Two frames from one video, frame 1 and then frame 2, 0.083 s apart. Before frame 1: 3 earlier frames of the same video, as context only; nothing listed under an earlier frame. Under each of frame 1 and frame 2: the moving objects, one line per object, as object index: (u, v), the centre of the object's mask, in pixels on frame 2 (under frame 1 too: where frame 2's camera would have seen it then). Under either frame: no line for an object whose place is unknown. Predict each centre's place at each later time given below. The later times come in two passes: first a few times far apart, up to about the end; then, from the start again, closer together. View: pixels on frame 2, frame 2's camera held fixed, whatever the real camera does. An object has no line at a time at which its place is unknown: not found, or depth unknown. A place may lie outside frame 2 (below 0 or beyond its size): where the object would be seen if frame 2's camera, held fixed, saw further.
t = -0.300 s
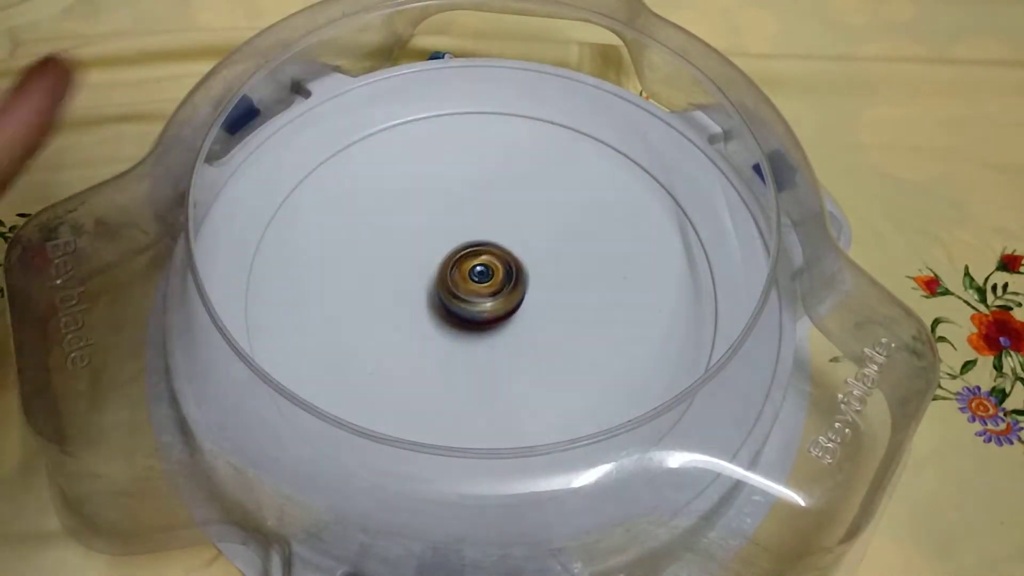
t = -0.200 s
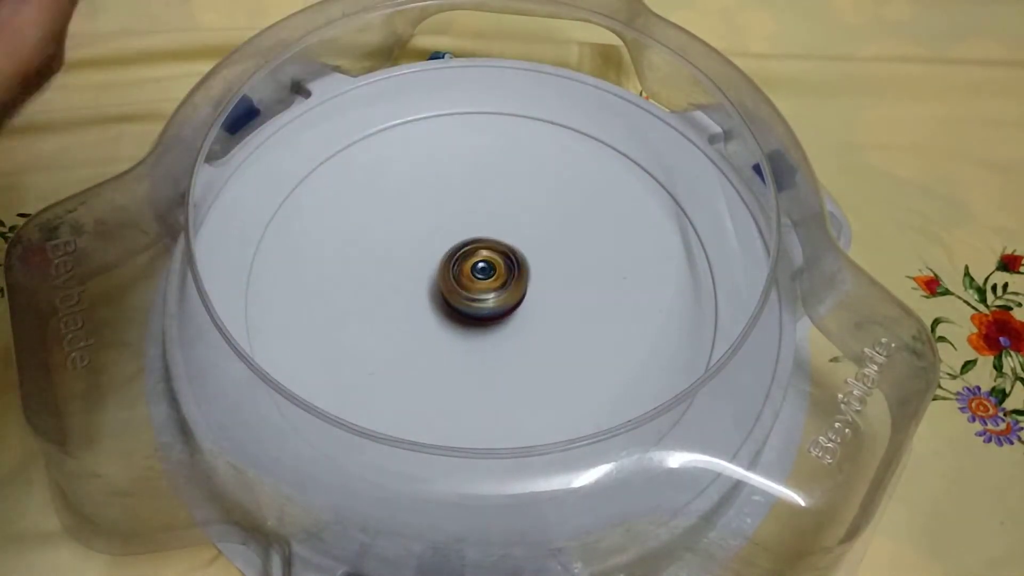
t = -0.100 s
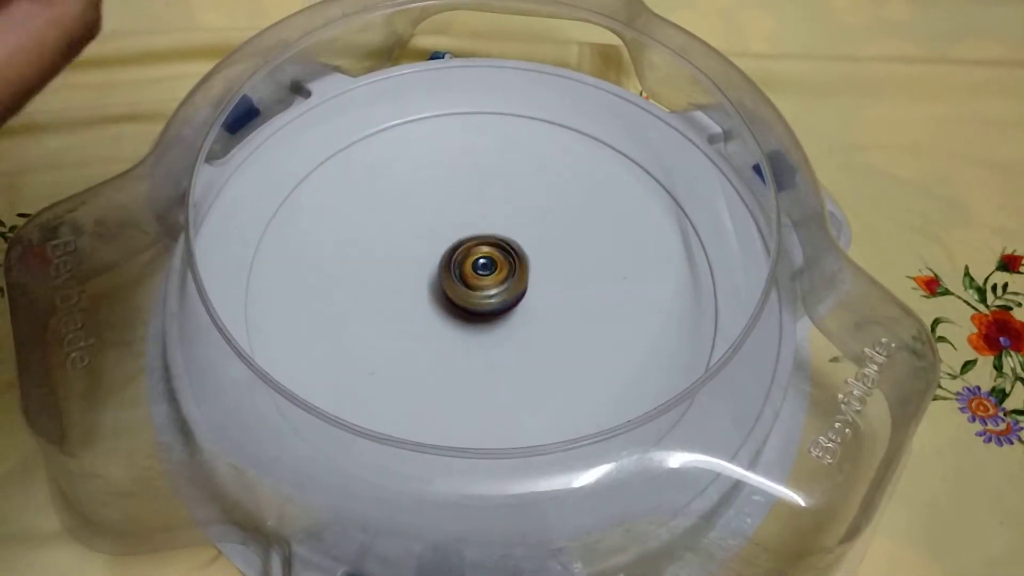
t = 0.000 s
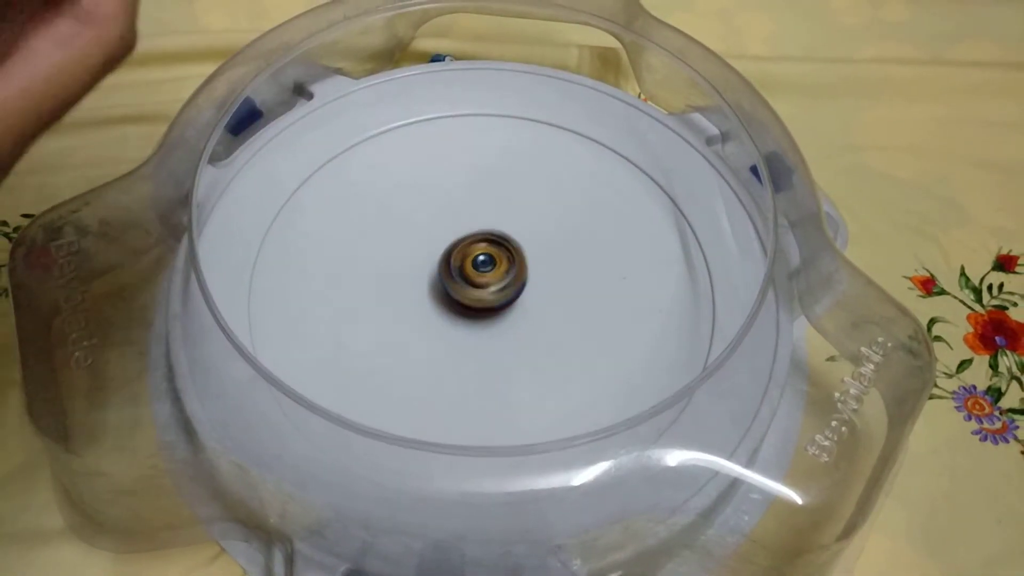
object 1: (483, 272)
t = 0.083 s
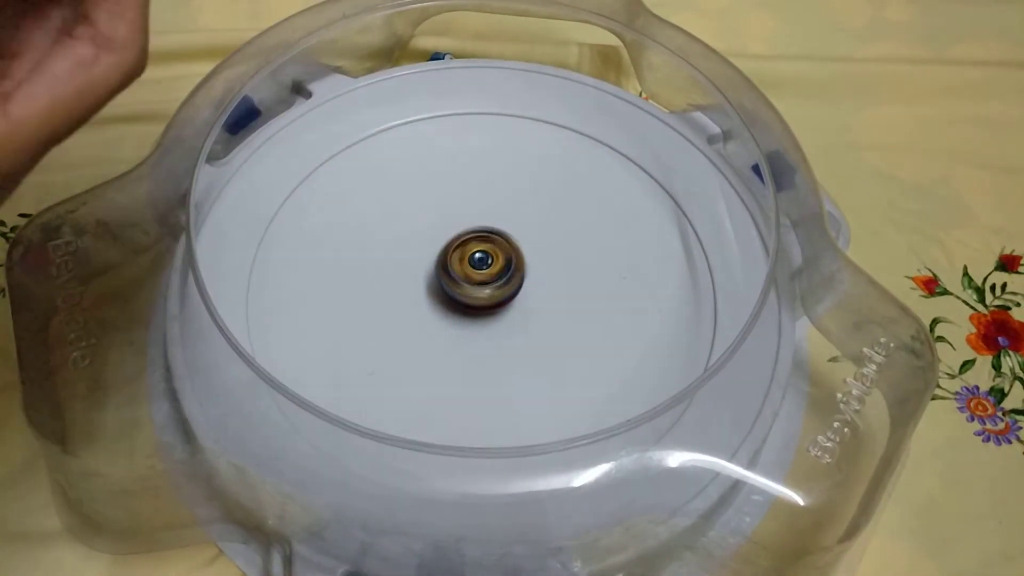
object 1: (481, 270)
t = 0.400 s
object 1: (470, 268)
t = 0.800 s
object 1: (472, 279)
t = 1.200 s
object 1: (484, 275)
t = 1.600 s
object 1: (482, 267)
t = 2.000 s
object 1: (468, 273)
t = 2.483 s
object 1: (451, 306)
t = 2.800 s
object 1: (454, 302)
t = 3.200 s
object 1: (461, 270)
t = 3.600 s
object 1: (445, 253)
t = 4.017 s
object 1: (451, 259)
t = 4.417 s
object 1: (481, 257)
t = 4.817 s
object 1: (491, 250)
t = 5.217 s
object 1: (486, 268)
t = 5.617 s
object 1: (496, 286)
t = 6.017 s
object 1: (496, 283)
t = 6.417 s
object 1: (473, 283)
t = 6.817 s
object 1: (464, 288)
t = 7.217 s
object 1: (473, 277)
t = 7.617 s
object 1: (466, 268)
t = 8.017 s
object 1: (462, 272)
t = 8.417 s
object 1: (474, 273)
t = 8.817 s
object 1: (476, 265)
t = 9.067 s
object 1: (471, 263)
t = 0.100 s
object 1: (481, 269)
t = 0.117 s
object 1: (480, 268)
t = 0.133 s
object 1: (479, 268)
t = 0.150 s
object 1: (479, 268)
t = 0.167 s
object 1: (478, 268)
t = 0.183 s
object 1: (477, 268)
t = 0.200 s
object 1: (477, 268)
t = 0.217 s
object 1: (476, 267)
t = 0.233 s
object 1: (476, 267)
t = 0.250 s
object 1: (475, 267)
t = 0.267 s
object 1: (475, 267)
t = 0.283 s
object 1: (474, 267)
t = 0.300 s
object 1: (474, 267)
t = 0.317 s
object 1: (473, 267)
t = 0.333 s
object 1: (473, 268)
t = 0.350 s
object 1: (472, 268)
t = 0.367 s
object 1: (471, 268)
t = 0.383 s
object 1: (471, 269)
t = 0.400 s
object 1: (470, 268)
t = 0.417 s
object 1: (470, 269)
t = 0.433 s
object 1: (470, 269)
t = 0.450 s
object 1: (469, 270)
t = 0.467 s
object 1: (469, 271)
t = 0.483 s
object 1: (469, 271)
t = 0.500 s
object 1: (468, 271)
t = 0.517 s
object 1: (468, 271)
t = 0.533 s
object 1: (468, 272)
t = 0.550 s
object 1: (468, 272)
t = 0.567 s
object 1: (468, 273)
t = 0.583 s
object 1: (467, 274)
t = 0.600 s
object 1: (468, 274)
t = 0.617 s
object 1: (467, 275)
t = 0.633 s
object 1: (468, 275)
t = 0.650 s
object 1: (468, 276)
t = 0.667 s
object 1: (468, 277)
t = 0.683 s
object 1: (468, 276)
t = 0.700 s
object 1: (468, 277)
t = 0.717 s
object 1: (469, 279)
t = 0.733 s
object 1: (470, 278)
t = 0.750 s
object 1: (470, 279)
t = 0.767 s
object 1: (470, 279)
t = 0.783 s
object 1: (471, 279)
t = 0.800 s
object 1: (472, 279)
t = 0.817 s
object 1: (472, 280)
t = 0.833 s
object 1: (473, 280)
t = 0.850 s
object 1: (474, 280)
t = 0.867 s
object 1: (474, 280)
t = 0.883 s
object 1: (475, 281)
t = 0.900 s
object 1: (476, 280)
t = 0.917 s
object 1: (476, 280)
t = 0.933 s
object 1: (477, 281)
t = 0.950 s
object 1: (478, 281)
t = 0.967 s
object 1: (478, 280)
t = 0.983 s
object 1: (479, 280)
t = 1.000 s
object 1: (480, 280)
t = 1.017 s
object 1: (480, 280)
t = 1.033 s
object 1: (481, 279)
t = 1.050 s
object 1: (481, 278)
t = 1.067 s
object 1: (482, 278)
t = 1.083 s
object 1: (483, 278)
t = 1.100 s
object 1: (483, 277)
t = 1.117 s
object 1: (483, 277)
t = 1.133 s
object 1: (484, 277)
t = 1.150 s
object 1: (484, 276)
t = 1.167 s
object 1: (484, 275)
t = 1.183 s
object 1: (484, 275)
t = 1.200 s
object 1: (484, 275)
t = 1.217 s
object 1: (485, 274)
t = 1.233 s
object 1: (485, 274)
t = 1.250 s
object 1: (485, 273)
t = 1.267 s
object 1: (485, 273)
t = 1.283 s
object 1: (485, 273)
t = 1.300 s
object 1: (485, 272)
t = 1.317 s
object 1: (485, 272)
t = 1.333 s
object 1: (485, 271)
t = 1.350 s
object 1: (485, 271)
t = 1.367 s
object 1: (485, 270)
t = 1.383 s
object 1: (485, 269)
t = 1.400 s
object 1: (485, 269)
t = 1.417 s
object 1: (485, 268)
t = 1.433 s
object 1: (485, 268)
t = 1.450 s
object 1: (484, 268)
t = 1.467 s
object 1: (484, 268)
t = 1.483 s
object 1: (484, 267)
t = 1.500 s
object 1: (484, 267)
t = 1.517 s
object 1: (484, 267)
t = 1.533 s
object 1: (483, 267)
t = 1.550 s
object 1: (482, 268)
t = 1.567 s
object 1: (482, 267)
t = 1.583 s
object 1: (482, 267)
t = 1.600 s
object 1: (482, 267)
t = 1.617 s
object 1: (482, 267)
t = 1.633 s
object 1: (481, 266)
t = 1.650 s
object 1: (480, 267)
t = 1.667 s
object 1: (480, 267)
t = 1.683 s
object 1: (479, 267)
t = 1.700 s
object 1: (478, 267)
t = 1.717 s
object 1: (477, 267)
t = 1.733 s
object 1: (477, 266)
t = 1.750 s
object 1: (475, 268)
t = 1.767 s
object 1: (476, 267)
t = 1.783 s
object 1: (475, 267)
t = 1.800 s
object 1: (474, 267)
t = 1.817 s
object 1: (475, 267)
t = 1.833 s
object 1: (474, 268)
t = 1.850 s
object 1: (473, 269)
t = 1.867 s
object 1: (473, 270)
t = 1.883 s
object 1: (472, 271)
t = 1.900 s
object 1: (471, 272)
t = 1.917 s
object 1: (471, 272)
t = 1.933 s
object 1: (470, 273)
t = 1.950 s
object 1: (469, 273)
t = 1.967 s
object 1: (470, 273)
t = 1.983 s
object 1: (469, 273)
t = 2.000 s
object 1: (468, 273)
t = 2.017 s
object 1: (468, 273)
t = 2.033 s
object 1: (468, 273)
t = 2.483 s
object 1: (451, 306)
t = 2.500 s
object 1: (450, 307)
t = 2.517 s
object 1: (450, 308)
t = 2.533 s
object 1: (450, 309)
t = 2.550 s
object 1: (450, 308)
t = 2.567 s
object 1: (450, 308)
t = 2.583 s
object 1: (450, 308)
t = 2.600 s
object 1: (450, 308)
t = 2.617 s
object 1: (450, 308)
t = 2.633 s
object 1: (451, 308)
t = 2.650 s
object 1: (451, 307)
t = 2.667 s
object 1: (451, 307)
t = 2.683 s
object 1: (451, 307)
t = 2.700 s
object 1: (451, 306)
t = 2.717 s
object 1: (452, 306)
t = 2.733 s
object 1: (452, 305)
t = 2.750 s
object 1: (453, 304)
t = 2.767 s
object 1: (453, 305)
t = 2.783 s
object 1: (453, 304)
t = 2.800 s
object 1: (454, 302)
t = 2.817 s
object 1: (454, 301)
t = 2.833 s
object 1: (455, 300)
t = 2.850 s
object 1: (456, 299)
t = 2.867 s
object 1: (456, 298)
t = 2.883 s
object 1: (457, 297)
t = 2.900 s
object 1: (457, 295)
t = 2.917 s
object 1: (457, 295)
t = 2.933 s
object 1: (459, 293)
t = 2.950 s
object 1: (459, 291)
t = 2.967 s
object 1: (459, 291)
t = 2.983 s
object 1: (460, 288)
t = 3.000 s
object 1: (460, 287)
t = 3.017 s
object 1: (460, 286)
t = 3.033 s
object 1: (460, 284)
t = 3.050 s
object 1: (461, 282)
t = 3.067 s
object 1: (461, 281)
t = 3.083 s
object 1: (461, 280)
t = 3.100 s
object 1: (461, 278)
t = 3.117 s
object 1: (461, 277)
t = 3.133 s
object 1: (462, 275)
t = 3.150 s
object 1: (462, 274)
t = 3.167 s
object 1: (461, 272)
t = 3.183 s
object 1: (461, 271)
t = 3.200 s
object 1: (461, 270)
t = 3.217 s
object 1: (461, 269)
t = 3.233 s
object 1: (461, 268)
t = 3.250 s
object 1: (461, 267)
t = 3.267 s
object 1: (460, 265)
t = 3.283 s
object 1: (460, 264)
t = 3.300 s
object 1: (459, 263)
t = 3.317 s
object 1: (458, 262)
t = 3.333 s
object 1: (457, 262)
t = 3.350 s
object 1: (457, 260)
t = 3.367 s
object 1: (455, 259)
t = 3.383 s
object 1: (455, 259)
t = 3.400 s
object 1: (454, 258)
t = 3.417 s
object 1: (453, 257)
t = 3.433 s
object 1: (452, 257)
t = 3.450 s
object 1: (451, 256)
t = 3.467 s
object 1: (450, 256)
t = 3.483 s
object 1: (449, 256)
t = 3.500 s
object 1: (449, 254)
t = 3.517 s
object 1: (448, 254)
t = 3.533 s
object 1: (447, 255)
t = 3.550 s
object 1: (447, 253)
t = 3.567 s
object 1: (446, 253)
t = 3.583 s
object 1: (445, 253)
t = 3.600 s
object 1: (445, 253)
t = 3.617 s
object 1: (444, 253)
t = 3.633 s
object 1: (444, 253)
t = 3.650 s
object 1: (444, 252)
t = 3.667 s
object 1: (443, 253)
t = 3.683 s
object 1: (442, 253)
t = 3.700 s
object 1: (442, 252)
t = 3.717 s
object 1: (442, 254)
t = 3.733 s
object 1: (442, 253)
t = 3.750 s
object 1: (442, 253)
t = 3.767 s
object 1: (442, 254)
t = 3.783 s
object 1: (442, 253)
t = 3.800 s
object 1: (442, 254)
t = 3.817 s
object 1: (443, 254)
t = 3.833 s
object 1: (443, 255)
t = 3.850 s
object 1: (444, 255)
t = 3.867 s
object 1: (444, 255)
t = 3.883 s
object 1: (444, 255)
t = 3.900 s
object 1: (444, 257)
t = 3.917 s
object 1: (446, 256)
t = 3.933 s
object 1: (446, 257)
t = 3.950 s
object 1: (447, 258)
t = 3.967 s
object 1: (448, 258)
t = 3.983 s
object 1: (449, 258)
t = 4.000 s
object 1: (450, 259)
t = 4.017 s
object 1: (451, 259)
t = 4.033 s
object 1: (452, 260)
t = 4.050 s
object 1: (453, 260)
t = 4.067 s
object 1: (455, 260)
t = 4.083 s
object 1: (456, 261)
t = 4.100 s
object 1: (457, 260)
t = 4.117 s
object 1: (458, 261)
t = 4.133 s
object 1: (460, 261)
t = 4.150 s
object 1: (461, 261)
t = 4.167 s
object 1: (462, 262)
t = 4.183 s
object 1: (464, 261)
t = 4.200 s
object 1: (465, 261)
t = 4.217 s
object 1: (466, 262)
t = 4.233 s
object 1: (468, 261)
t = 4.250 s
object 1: (469, 260)
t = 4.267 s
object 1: (470, 261)
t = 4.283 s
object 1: (472, 259)
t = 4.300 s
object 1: (473, 260)
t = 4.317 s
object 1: (474, 260)
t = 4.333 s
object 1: (476, 259)
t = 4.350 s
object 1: (477, 259)
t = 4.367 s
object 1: (478, 259)
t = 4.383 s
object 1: (480, 258)
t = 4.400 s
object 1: (480, 259)
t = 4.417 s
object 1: (481, 257)
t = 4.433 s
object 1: (483, 257)
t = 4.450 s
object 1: (484, 257)
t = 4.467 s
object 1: (485, 256)
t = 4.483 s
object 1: (486, 256)
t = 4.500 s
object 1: (486, 255)
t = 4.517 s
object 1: (487, 255)
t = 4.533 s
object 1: (487, 255)
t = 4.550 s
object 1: (489, 254)
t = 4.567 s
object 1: (489, 253)
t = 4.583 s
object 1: (490, 253)
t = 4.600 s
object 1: (491, 251)
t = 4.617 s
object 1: (491, 252)
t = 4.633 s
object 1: (491, 252)
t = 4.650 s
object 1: (492, 251)
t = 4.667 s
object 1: (492, 251)
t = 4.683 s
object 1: (492, 251)
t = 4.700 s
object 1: (492, 250)
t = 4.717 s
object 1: (492, 251)
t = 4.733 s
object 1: (492, 251)
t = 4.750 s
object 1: (492, 251)
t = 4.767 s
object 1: (492, 251)
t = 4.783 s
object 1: (492, 250)
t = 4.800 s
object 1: (491, 251)
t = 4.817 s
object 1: (491, 250)
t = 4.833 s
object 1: (491, 250)
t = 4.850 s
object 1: (491, 251)
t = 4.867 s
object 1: (491, 251)
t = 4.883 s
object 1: (491, 251)
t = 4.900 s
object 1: (490, 252)
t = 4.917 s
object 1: (491, 251)
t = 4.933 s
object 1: (490, 253)
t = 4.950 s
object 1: (490, 253)
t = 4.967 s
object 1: (490, 254)
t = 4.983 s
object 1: (490, 255)
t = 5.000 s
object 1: (489, 255)
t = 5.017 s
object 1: (488, 256)
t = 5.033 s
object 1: (488, 257)
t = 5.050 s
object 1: (488, 257)
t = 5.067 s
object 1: (488, 260)
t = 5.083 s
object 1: (488, 260)
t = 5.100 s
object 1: (487, 260)
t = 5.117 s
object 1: (486, 262)
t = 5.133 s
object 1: (487, 263)
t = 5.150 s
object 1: (487, 263)
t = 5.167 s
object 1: (486, 265)
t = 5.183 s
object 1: (487, 266)
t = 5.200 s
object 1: (487, 267)
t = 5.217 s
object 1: (486, 268)
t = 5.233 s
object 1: (487, 268)
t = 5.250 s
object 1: (487, 270)
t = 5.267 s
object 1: (487, 271)
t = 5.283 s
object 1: (487, 273)
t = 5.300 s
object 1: (487, 273)
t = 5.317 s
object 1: (487, 274)
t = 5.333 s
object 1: (487, 276)
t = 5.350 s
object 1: (487, 276)
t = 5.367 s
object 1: (488, 277)
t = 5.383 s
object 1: (488, 279)
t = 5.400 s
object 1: (490, 278)
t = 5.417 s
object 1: (490, 280)
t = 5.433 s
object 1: (490, 280)
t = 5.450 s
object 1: (491, 281)
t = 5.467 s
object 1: (491, 283)
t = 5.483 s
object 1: (492, 283)
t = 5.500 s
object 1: (492, 284)
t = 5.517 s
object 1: (493, 284)
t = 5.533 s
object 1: (493, 284)
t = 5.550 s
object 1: (493, 285)
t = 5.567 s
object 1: (495, 284)
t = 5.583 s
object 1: (495, 285)
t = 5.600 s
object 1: (495, 286)
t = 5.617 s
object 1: (496, 286)
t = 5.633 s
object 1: (497, 285)
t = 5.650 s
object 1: (497, 286)
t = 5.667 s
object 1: (498, 286)
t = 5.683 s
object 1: (498, 287)
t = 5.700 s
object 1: (498, 286)
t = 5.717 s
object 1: (499, 287)
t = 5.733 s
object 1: (499, 287)
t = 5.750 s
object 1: (499, 286)
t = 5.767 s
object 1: (499, 287)
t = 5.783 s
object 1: (499, 286)
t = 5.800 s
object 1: (499, 286)
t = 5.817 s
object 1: (499, 286)
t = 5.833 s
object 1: (499, 285)
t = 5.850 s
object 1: (499, 285)
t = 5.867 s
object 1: (498, 285)
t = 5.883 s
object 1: (499, 285)
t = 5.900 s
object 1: (499, 285)
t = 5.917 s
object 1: (498, 284)
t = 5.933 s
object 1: (498, 285)
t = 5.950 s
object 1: (498, 284)
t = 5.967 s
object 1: (497, 283)
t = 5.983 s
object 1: (497, 284)
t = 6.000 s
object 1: (496, 283)
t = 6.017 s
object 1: (496, 283)
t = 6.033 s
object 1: (495, 284)
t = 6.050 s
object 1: (495, 283)
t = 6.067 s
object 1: (494, 284)
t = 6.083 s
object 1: (493, 283)
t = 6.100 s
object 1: (492, 283)
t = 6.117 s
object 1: (491, 283)
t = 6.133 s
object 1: (490, 282)
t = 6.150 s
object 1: (489, 283)
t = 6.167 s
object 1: (488, 282)
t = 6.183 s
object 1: (487, 282)
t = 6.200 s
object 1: (486, 283)
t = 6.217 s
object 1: (485, 283)
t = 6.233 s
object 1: (485, 282)
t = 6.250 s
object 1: (483, 282)
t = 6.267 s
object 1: (482, 282)
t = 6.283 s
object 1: (481, 283)
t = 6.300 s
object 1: (480, 281)
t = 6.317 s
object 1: (479, 283)
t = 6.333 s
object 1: (479, 282)
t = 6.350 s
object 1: (477, 282)
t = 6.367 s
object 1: (476, 283)
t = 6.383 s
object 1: (474, 283)
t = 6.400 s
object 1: (474, 283)
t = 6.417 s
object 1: (473, 283)
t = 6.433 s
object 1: (473, 284)
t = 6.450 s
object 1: (472, 284)
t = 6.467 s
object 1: (470, 283)
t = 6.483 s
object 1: (470, 285)
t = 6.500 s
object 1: (469, 284)
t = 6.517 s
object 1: (468, 285)
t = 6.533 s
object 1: (467, 286)
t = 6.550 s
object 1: (467, 286)
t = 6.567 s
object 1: (466, 286)
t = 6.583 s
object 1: (465, 287)
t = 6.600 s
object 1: (465, 287)
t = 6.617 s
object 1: (465, 288)
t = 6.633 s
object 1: (464, 287)
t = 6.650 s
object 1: (464, 288)
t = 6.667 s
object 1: (464, 289)
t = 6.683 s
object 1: (464, 288)
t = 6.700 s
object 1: (463, 289)
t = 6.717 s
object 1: (464, 288)
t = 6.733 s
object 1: (463, 288)
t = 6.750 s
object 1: (463, 288)
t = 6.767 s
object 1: (464, 288)
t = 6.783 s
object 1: (464, 289)
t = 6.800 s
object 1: (464, 288)
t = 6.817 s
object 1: (464, 288)
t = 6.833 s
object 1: (464, 288)
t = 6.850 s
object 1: (464, 287)
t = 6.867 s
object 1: (465, 288)
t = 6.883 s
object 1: (466, 287)
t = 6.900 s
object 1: (466, 286)
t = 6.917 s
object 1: (466, 286)
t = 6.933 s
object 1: (467, 286)
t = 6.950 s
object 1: (468, 286)
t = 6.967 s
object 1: (468, 285)
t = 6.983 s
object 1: (469, 285)
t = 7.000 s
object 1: (469, 285)
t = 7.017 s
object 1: (470, 283)
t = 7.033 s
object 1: (470, 285)
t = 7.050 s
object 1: (471, 282)
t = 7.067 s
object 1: (471, 283)
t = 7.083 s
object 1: (471, 283)
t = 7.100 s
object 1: (472, 281)
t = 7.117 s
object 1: (472, 281)
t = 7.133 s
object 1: (472, 281)
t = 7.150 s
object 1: (472, 280)
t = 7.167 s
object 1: (473, 279)
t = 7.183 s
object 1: (472, 279)
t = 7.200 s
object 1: (473, 278)
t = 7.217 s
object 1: (473, 277)
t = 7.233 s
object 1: (473, 277)
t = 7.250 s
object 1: (473, 276)
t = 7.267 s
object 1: (473, 276)
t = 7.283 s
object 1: (473, 275)
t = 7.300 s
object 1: (472, 274)
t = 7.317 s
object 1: (471, 275)
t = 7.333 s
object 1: (471, 274)
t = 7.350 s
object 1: (472, 272)
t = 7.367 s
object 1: (471, 273)
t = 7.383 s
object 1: (471, 272)
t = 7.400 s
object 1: (471, 272)
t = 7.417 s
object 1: (470, 271)
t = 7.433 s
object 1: (470, 272)
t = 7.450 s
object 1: (470, 271)
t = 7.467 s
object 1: (469, 270)
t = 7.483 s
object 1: (468, 270)
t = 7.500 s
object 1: (469, 269)
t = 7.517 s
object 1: (468, 269)
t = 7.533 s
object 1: (468, 269)
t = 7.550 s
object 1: (468, 269)
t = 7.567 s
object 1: (467, 269)
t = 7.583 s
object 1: (467, 268)
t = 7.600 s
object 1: (467, 268)
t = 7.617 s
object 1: (466, 268)
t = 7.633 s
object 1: (465, 268)
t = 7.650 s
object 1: (465, 268)
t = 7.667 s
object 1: (465, 268)
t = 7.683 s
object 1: (465, 268)
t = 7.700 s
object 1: (464, 268)
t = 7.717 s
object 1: (464, 268)
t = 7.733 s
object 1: (464, 268)
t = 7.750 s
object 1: (463, 268)
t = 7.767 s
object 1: (463, 269)
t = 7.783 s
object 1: (463, 268)
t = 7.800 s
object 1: (462, 268)
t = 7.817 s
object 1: (461, 269)
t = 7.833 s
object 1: (462, 269)
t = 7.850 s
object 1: (462, 270)
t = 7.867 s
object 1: (461, 270)
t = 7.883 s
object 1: (461, 270)
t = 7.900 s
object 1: (461, 270)
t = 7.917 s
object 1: (461, 270)
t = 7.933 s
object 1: (460, 271)
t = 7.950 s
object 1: (461, 270)
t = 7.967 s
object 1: (461, 271)
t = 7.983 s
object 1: (461, 271)
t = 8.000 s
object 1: (462, 271)
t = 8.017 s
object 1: (462, 272)
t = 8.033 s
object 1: (462, 272)
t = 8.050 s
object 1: (462, 272)
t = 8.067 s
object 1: (462, 272)
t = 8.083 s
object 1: (462, 272)
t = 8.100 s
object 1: (463, 272)
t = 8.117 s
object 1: (464, 272)
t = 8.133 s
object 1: (464, 273)
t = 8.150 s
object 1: (464, 273)
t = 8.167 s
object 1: (465, 274)
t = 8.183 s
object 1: (465, 273)
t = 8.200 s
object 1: (466, 272)
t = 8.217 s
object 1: (465, 274)
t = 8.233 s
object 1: (467, 273)
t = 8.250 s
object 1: (467, 273)
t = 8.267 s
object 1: (468, 273)
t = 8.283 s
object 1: (469, 272)
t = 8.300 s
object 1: (469, 273)
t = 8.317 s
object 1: (470, 273)
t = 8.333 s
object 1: (470, 273)
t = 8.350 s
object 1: (472, 272)
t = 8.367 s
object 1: (472, 272)
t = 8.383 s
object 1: (473, 271)
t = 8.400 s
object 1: (473, 273)
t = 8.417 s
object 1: (474, 273)
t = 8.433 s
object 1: (474, 272)
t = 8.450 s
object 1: (474, 273)
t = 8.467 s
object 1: (475, 272)
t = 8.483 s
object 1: (476, 271)
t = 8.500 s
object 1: (475, 272)
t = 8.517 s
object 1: (476, 271)
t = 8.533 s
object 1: (476, 271)
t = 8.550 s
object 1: (476, 271)
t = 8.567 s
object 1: (476, 271)
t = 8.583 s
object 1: (477, 270)
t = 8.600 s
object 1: (476, 269)
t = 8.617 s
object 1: (476, 269)
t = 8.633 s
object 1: (477, 268)
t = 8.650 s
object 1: (476, 269)
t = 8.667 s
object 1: (477, 268)
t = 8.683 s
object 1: (476, 269)
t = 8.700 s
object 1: (477, 268)
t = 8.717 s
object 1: (476, 267)
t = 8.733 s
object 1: (475, 268)
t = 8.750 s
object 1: (476, 266)
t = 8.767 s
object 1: (476, 267)
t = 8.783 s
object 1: (476, 266)
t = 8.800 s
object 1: (476, 267)
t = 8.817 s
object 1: (476, 265)
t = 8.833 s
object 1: (475, 265)
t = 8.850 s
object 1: (474, 266)
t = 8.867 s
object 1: (475, 265)
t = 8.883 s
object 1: (474, 265)
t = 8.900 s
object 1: (474, 265)
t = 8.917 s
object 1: (474, 264)
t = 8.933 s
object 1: (474, 264)
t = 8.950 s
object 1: (473, 264)
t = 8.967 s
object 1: (472, 265)
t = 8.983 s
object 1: (472, 264)
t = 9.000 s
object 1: (472, 263)
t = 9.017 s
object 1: (471, 264)
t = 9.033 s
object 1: (472, 264)
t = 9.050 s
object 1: (471, 264)
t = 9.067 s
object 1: (471, 263)
